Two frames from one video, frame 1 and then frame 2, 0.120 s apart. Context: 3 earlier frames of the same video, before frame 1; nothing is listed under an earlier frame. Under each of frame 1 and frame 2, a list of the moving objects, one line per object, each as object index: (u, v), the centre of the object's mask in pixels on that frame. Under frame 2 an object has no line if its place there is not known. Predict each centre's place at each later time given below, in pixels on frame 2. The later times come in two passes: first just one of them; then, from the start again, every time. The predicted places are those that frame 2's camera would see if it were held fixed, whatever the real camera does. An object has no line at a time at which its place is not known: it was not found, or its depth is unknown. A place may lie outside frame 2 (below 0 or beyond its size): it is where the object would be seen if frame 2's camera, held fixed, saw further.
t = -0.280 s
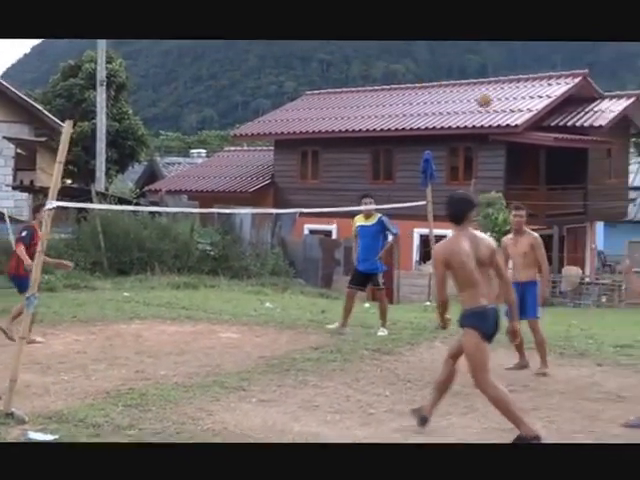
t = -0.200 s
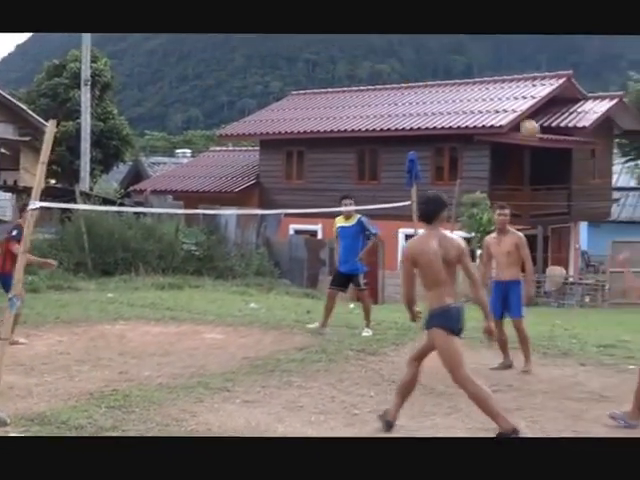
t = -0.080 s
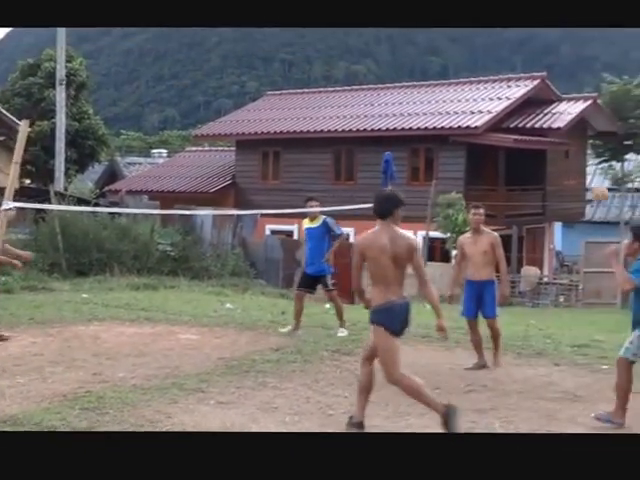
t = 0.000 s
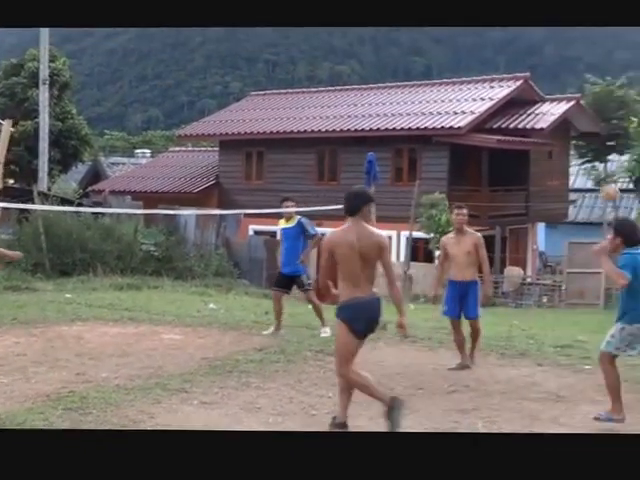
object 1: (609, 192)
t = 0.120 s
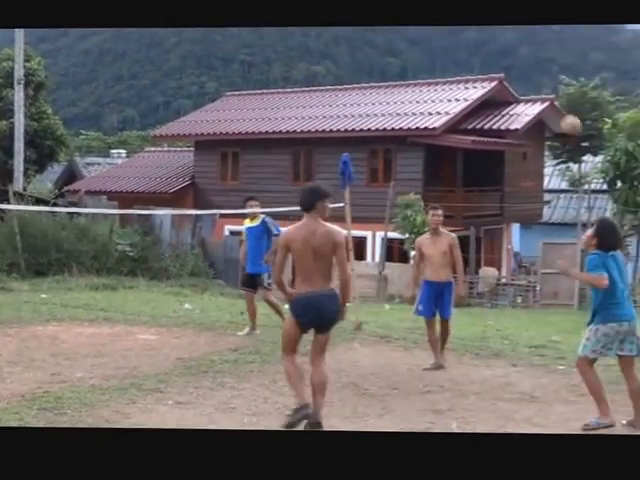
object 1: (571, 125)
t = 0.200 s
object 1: (563, 89)
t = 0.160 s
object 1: (566, 105)
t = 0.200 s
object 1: (563, 89)
